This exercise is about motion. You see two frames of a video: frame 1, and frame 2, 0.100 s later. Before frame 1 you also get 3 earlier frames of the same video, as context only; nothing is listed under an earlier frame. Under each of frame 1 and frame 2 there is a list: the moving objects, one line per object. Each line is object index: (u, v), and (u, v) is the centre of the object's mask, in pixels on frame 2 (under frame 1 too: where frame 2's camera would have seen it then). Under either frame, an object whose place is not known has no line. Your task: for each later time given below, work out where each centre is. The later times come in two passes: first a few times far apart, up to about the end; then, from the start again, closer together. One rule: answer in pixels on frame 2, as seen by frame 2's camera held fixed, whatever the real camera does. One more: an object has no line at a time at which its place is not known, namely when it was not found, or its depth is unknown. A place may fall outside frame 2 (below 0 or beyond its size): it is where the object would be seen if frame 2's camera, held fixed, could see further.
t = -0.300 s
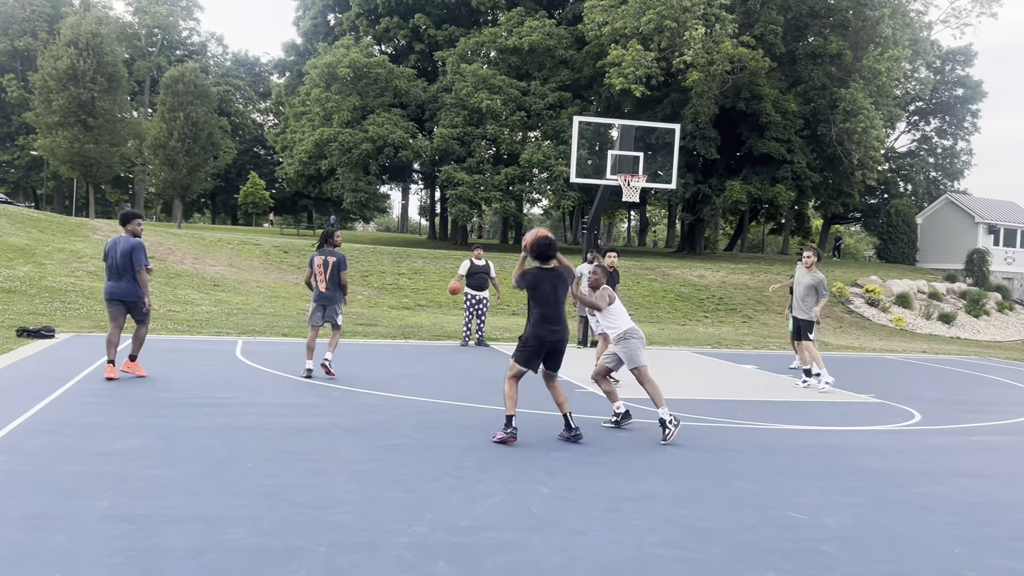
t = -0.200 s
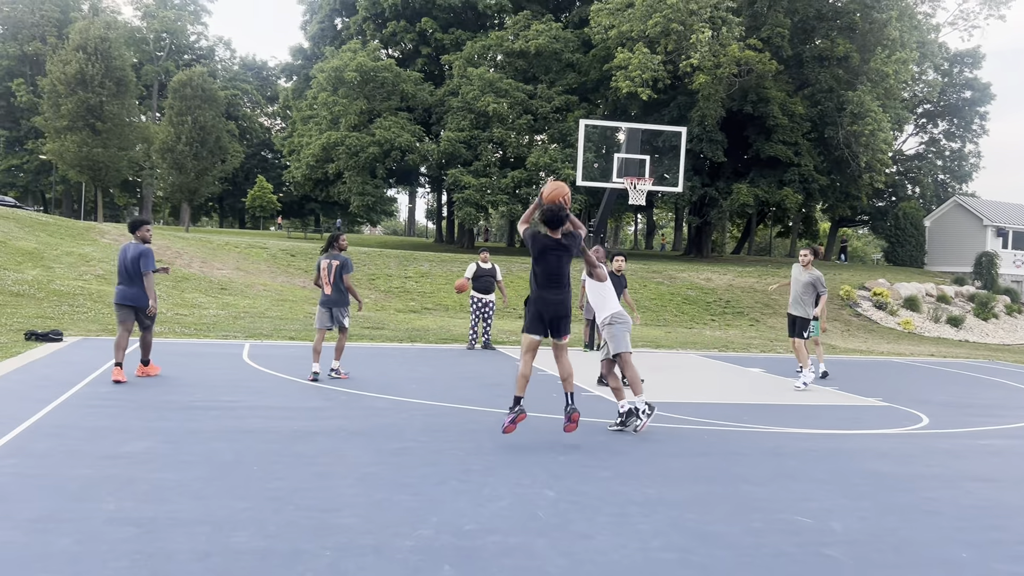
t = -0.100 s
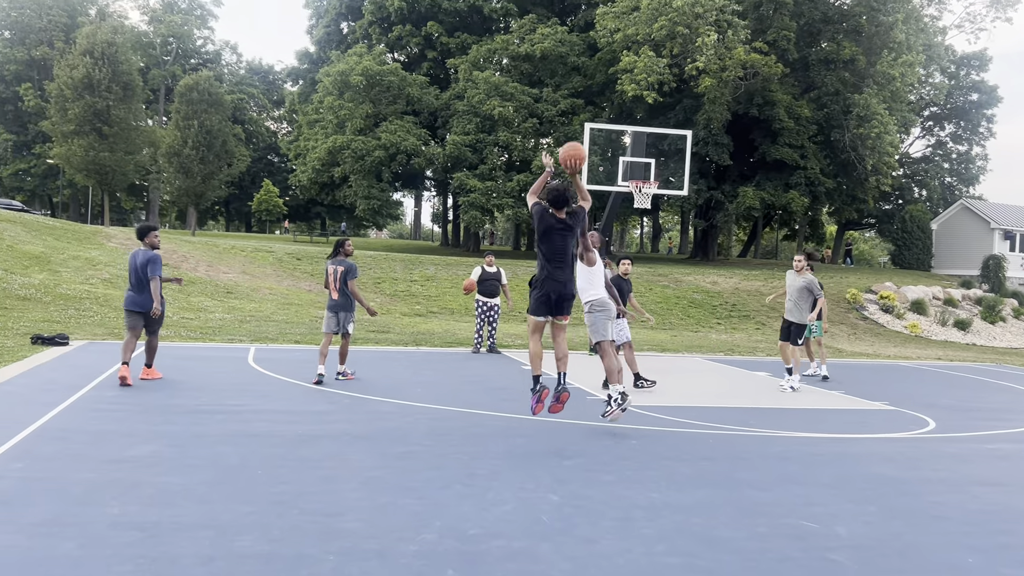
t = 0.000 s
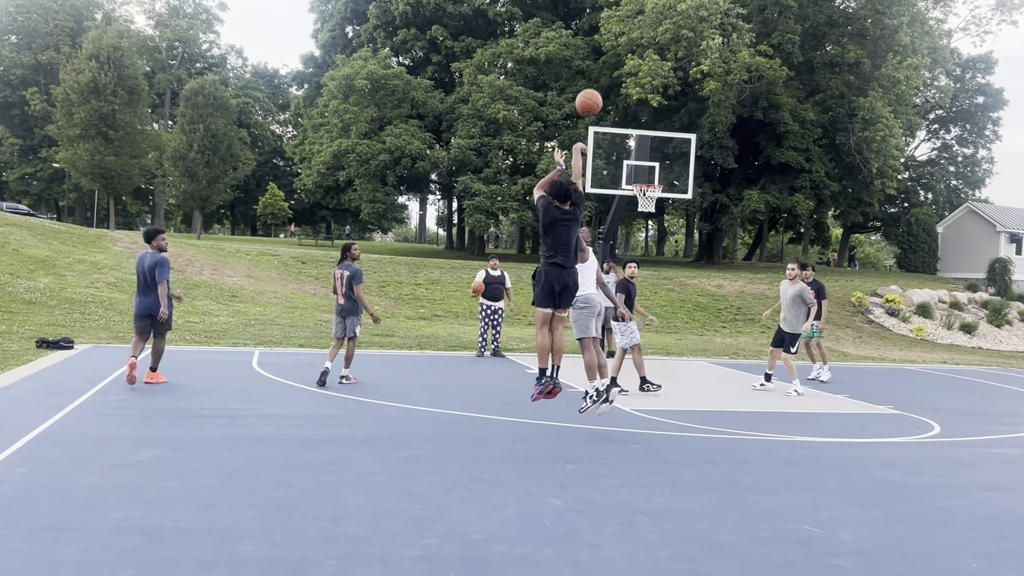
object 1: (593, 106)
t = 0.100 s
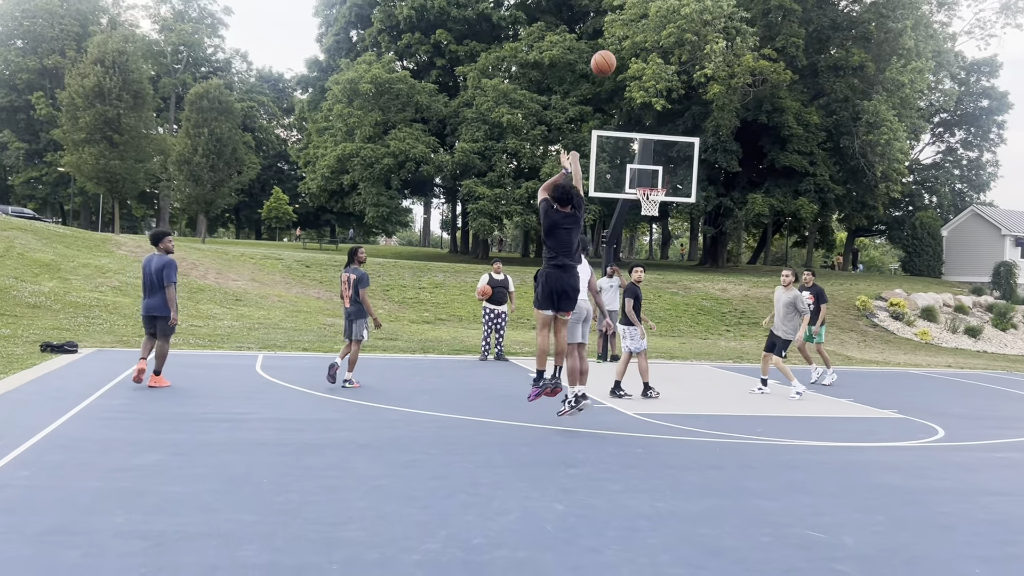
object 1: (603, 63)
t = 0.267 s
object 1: (618, 21)
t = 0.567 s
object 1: (638, 19)
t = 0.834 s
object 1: (649, 68)
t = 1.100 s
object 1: (656, 149)
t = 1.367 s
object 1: (649, 169)
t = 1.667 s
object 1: (673, 151)
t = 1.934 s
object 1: (693, 185)
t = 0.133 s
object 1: (606, 52)
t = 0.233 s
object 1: (616, 27)
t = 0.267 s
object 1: (618, 21)
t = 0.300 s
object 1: (621, 17)
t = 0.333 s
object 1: (623, 14)
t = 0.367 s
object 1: (626, 12)
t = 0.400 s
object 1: (627, 12)
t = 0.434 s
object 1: (630, 11)
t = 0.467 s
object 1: (632, 11)
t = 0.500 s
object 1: (634, 13)
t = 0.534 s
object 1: (636, 15)
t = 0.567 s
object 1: (638, 19)
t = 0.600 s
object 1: (639, 22)
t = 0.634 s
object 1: (641, 27)
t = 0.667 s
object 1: (643, 32)
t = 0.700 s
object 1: (644, 38)
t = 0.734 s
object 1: (646, 44)
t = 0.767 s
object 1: (647, 52)
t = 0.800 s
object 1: (648, 59)
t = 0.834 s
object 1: (649, 68)
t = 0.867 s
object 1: (650, 76)
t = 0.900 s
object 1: (651, 85)
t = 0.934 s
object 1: (652, 95)
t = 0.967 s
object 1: (653, 105)
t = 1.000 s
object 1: (654, 116)
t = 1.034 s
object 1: (655, 126)
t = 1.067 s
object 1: (656, 137)
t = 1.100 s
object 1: (656, 149)
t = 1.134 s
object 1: (657, 161)
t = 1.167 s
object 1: (657, 174)
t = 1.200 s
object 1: (659, 185)
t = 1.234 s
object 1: (650, 185)
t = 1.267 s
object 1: (641, 184)
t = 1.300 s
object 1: (644, 180)
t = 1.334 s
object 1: (646, 174)
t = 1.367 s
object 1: (649, 169)
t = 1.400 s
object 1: (652, 164)
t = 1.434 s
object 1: (655, 160)
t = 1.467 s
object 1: (658, 156)
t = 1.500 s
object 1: (660, 154)
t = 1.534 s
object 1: (663, 152)
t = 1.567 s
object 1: (666, 151)
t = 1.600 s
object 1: (668, 150)
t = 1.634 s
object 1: (671, 150)
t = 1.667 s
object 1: (673, 151)
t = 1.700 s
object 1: (676, 152)
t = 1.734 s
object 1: (679, 154)
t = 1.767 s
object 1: (681, 158)
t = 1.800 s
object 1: (684, 161)
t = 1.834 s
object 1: (686, 166)
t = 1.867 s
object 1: (689, 171)
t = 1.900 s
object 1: (691, 177)
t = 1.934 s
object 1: (693, 185)
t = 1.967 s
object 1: (696, 193)
